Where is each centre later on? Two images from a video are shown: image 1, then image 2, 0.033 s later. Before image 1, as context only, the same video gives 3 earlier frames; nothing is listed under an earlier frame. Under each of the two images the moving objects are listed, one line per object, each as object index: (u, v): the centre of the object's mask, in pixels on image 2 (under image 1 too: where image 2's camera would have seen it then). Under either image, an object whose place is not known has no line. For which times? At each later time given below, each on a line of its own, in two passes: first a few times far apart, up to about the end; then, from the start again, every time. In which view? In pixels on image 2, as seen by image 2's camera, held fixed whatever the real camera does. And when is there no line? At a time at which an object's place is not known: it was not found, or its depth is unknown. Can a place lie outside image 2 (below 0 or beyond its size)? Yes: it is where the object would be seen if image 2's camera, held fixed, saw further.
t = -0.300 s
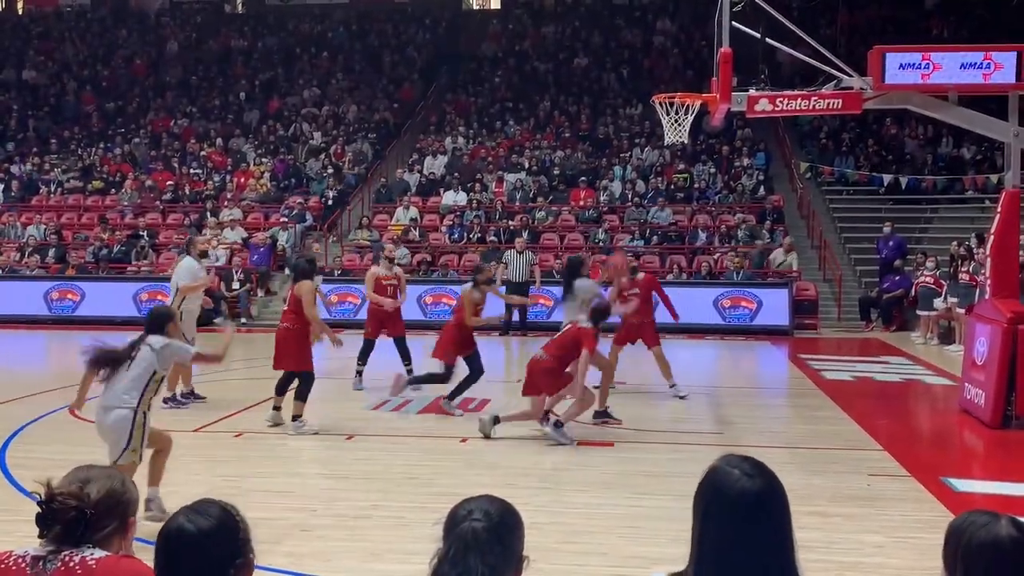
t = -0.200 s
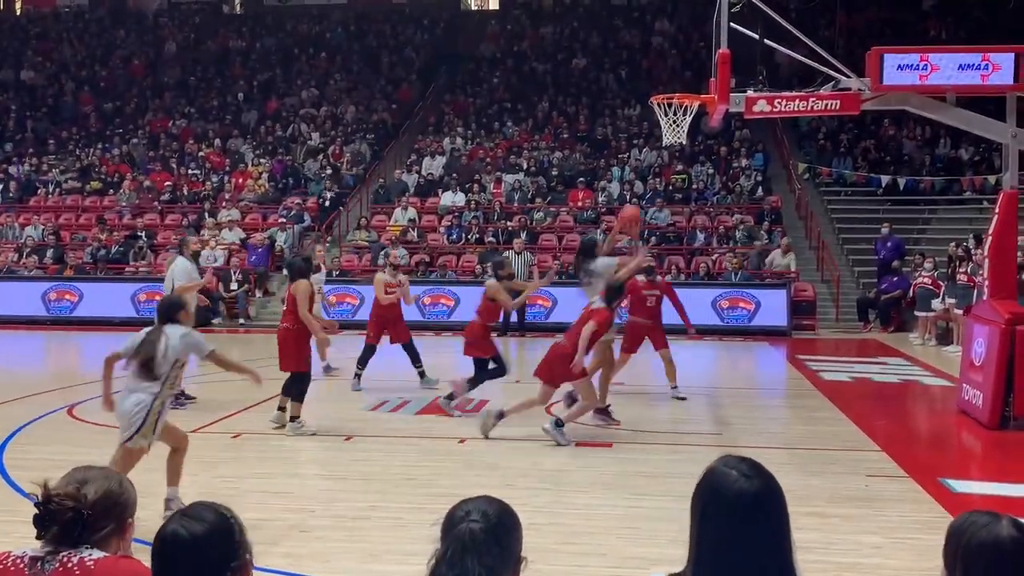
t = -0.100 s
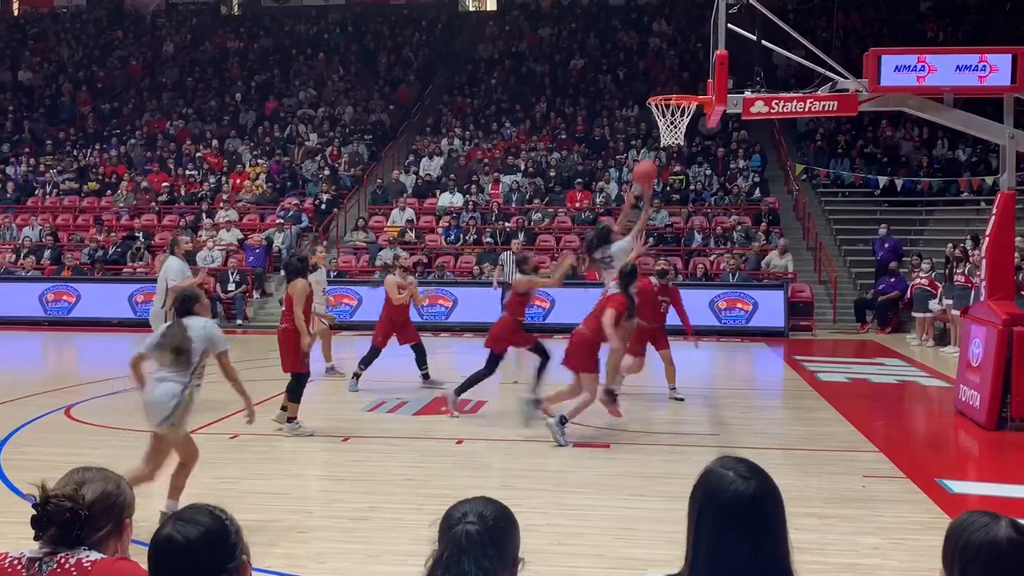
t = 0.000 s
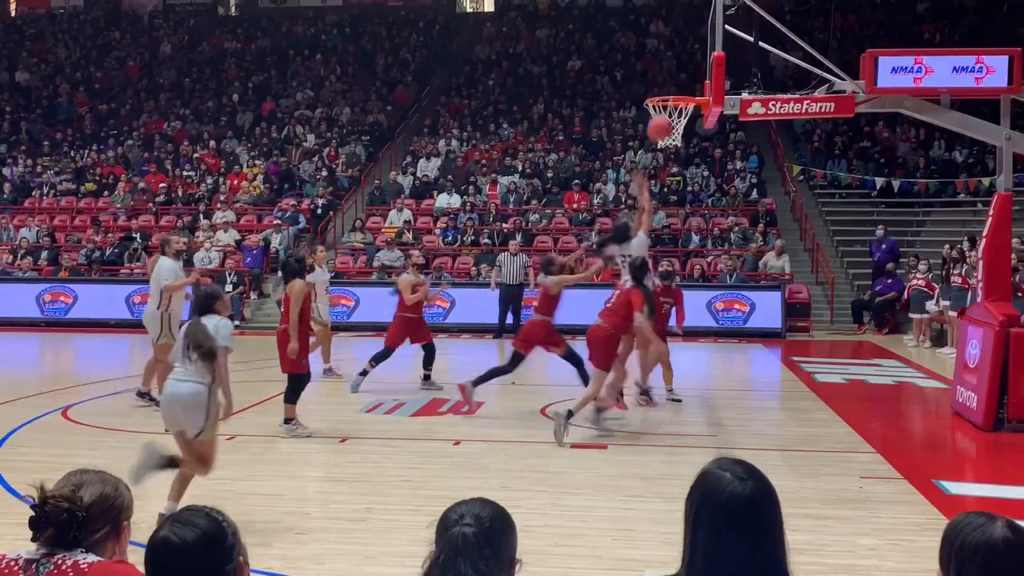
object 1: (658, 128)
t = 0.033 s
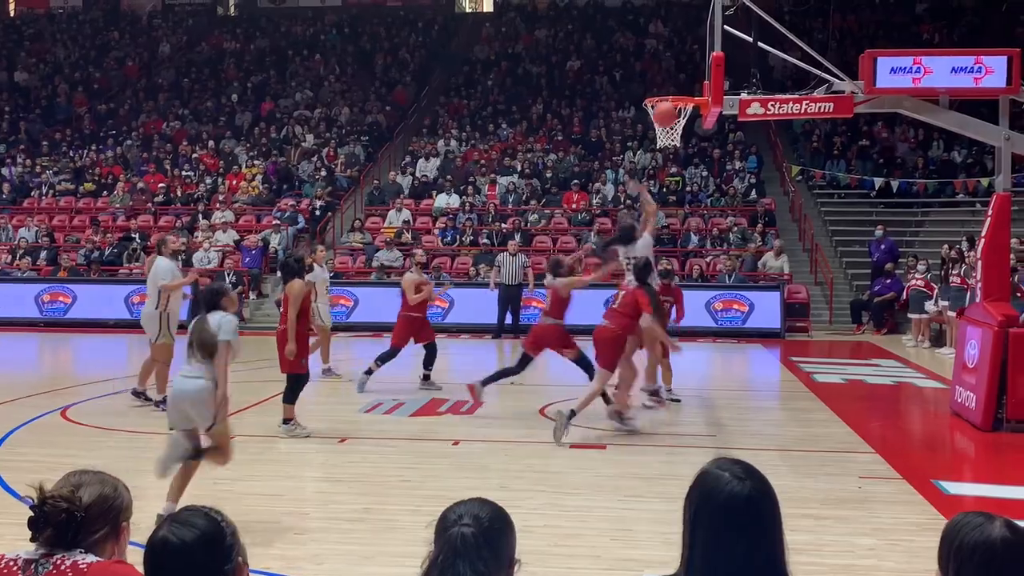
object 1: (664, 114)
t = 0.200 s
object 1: (692, 68)
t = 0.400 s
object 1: (680, 61)
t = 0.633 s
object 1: (660, 87)
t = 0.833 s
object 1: (668, 110)
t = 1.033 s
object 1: (673, 149)
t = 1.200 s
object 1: (675, 191)
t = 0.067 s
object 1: (670, 102)
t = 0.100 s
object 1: (676, 90)
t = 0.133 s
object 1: (681, 83)
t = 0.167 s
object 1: (687, 75)
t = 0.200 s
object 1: (692, 68)
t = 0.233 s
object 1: (697, 63)
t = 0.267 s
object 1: (698, 60)
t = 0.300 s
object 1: (693, 58)
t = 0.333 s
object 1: (688, 58)
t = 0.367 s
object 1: (684, 59)
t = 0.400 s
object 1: (680, 61)
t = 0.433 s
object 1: (675, 65)
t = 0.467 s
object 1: (670, 69)
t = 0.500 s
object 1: (666, 75)
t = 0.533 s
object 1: (661, 81)
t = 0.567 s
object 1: (657, 88)
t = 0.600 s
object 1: (658, 87)
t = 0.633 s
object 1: (660, 87)
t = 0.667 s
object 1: (661, 88)
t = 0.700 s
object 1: (662, 89)
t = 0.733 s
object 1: (664, 91)
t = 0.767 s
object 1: (666, 100)
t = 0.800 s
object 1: (667, 109)
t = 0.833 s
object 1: (668, 110)
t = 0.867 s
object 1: (669, 111)
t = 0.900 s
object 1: (668, 118)
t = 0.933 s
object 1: (670, 124)
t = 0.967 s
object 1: (672, 129)
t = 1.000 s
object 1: (675, 138)
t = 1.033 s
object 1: (673, 149)
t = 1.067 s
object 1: (674, 152)
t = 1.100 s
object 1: (674, 158)
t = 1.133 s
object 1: (673, 167)
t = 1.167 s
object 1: (673, 178)
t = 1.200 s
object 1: (675, 191)
